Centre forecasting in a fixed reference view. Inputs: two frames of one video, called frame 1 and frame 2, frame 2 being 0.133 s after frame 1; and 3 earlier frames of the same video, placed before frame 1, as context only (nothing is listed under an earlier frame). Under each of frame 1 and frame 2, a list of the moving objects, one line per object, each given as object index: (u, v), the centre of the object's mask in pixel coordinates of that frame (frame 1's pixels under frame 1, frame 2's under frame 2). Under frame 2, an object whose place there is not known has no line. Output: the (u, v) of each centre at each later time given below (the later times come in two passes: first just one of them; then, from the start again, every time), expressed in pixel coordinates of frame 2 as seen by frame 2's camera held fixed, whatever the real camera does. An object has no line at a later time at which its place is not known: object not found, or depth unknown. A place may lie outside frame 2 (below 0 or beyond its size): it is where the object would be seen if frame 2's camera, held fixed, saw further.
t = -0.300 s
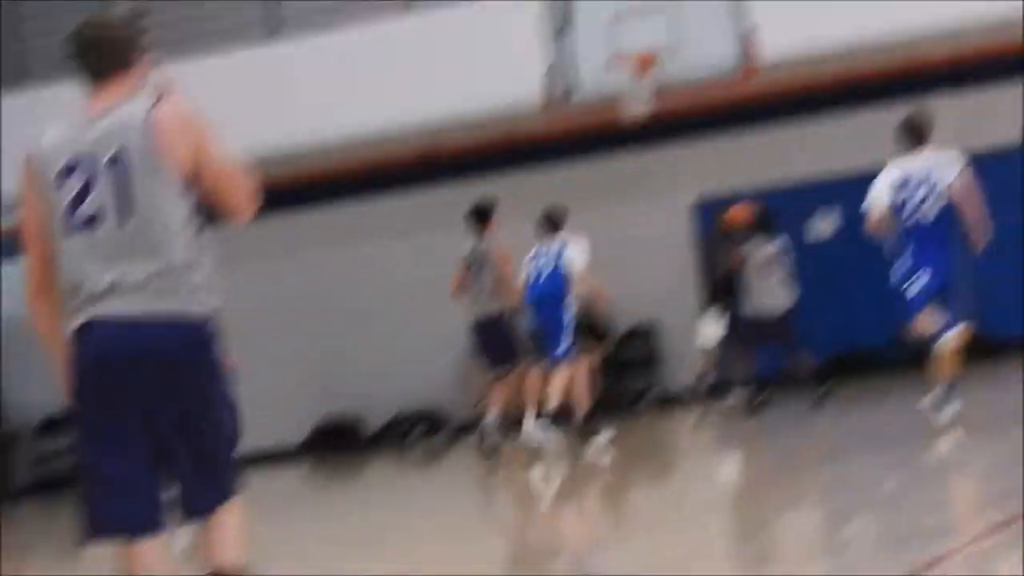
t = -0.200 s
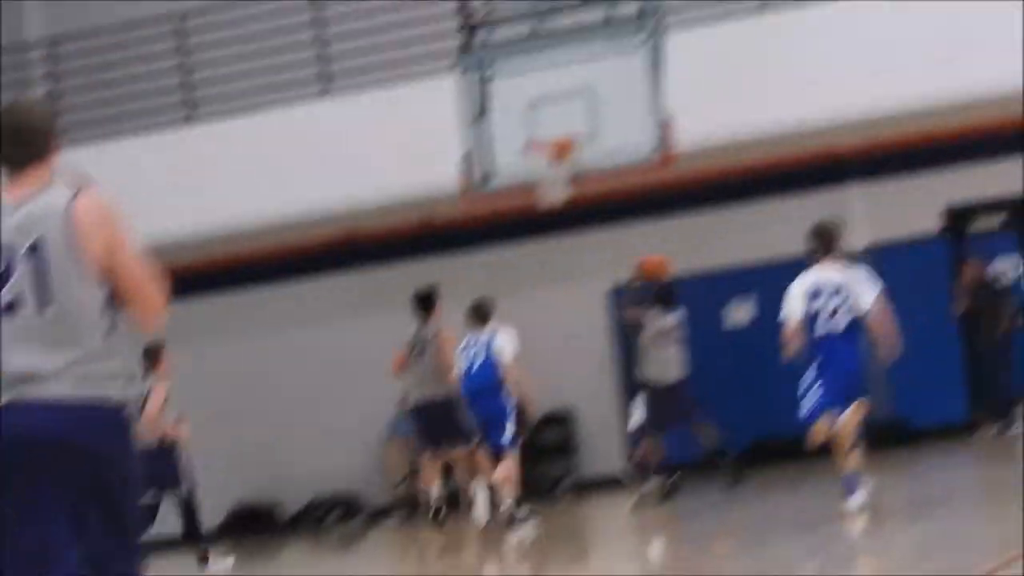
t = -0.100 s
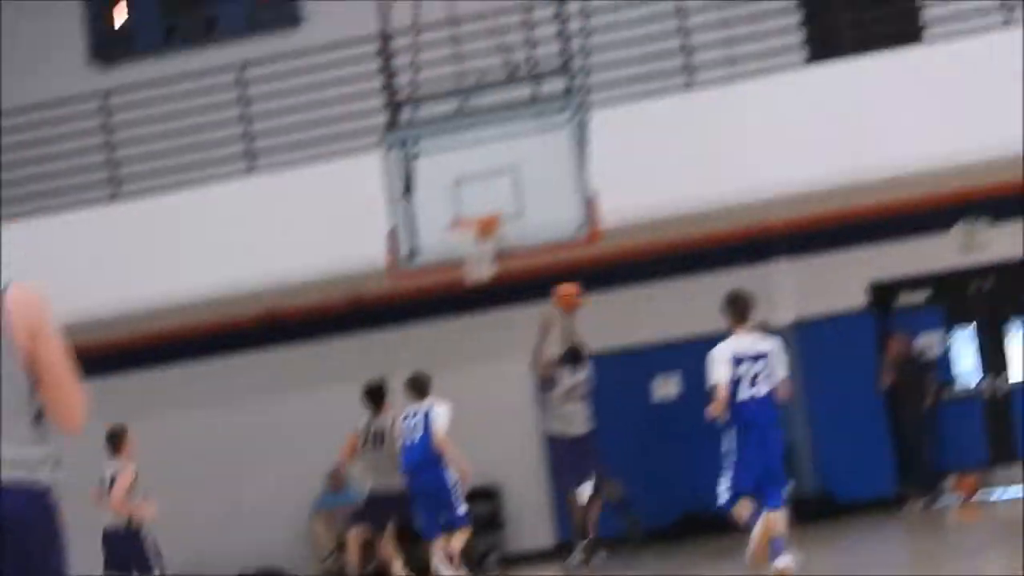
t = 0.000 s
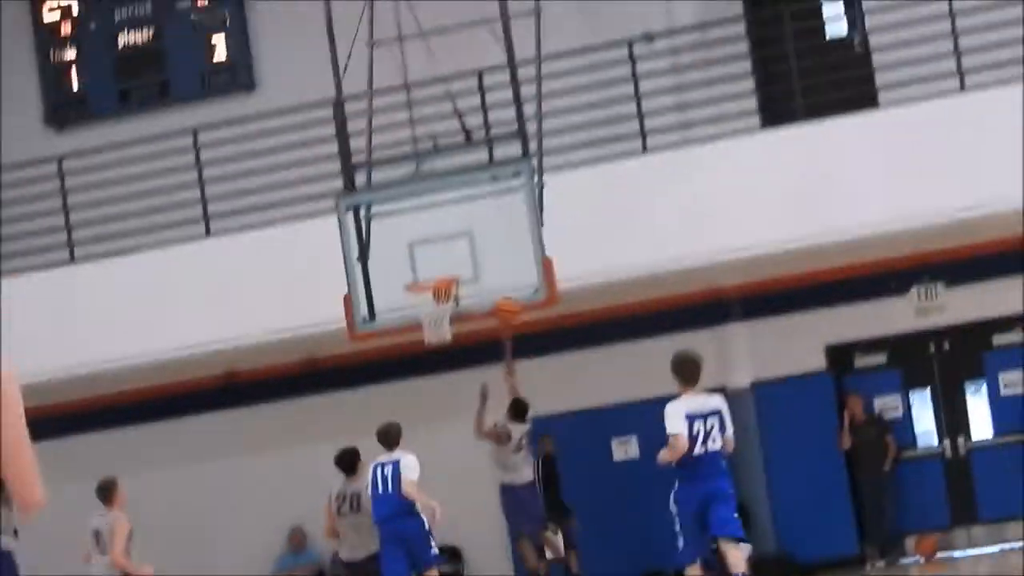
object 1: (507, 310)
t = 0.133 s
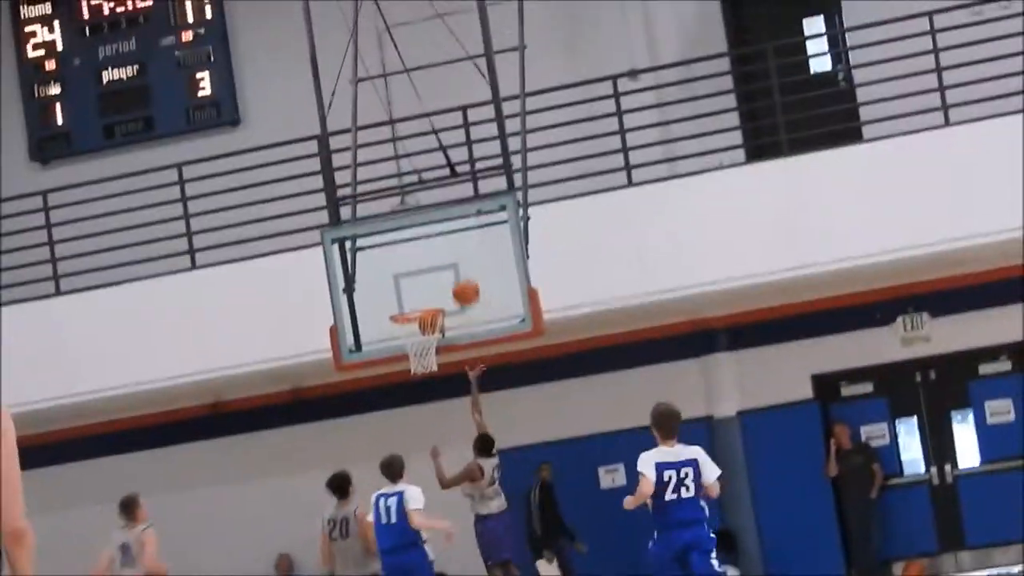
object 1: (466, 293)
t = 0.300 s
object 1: (438, 265)
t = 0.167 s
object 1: (461, 285)
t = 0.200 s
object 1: (454, 279)
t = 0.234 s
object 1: (448, 272)
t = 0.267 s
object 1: (444, 267)
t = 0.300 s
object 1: (438, 265)
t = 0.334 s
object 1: (434, 264)
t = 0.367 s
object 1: (429, 265)
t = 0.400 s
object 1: (425, 266)
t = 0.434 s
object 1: (421, 269)
